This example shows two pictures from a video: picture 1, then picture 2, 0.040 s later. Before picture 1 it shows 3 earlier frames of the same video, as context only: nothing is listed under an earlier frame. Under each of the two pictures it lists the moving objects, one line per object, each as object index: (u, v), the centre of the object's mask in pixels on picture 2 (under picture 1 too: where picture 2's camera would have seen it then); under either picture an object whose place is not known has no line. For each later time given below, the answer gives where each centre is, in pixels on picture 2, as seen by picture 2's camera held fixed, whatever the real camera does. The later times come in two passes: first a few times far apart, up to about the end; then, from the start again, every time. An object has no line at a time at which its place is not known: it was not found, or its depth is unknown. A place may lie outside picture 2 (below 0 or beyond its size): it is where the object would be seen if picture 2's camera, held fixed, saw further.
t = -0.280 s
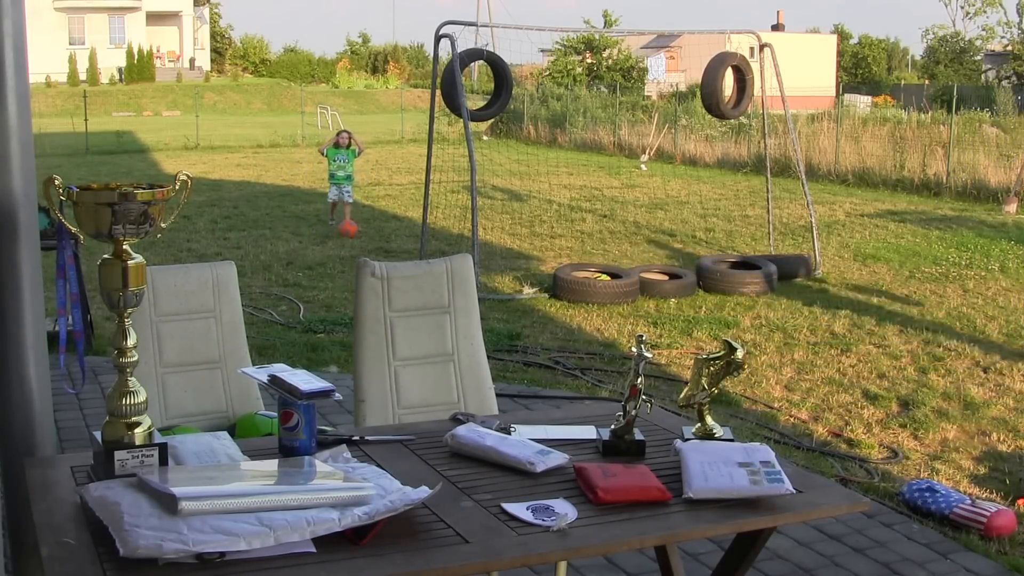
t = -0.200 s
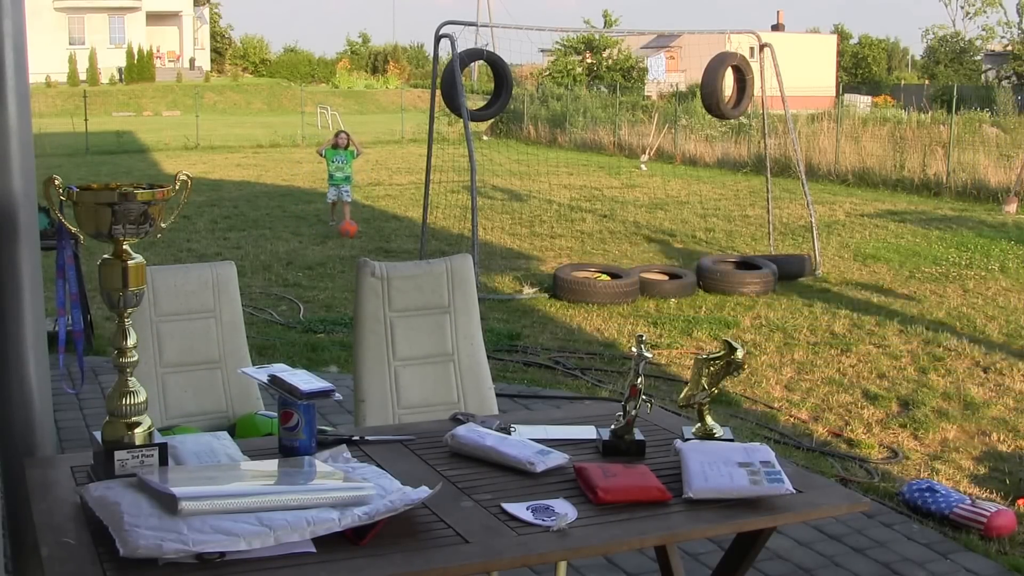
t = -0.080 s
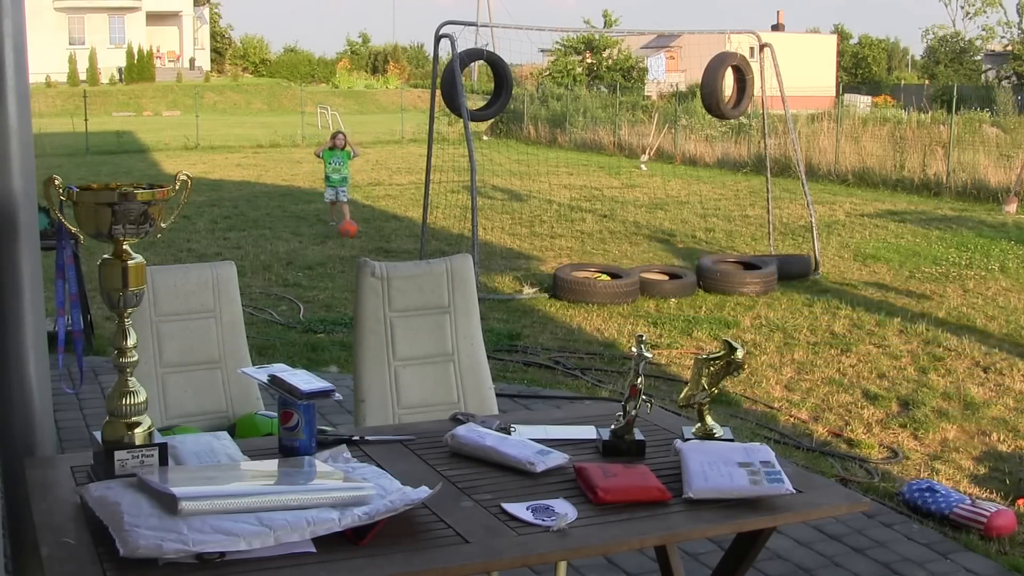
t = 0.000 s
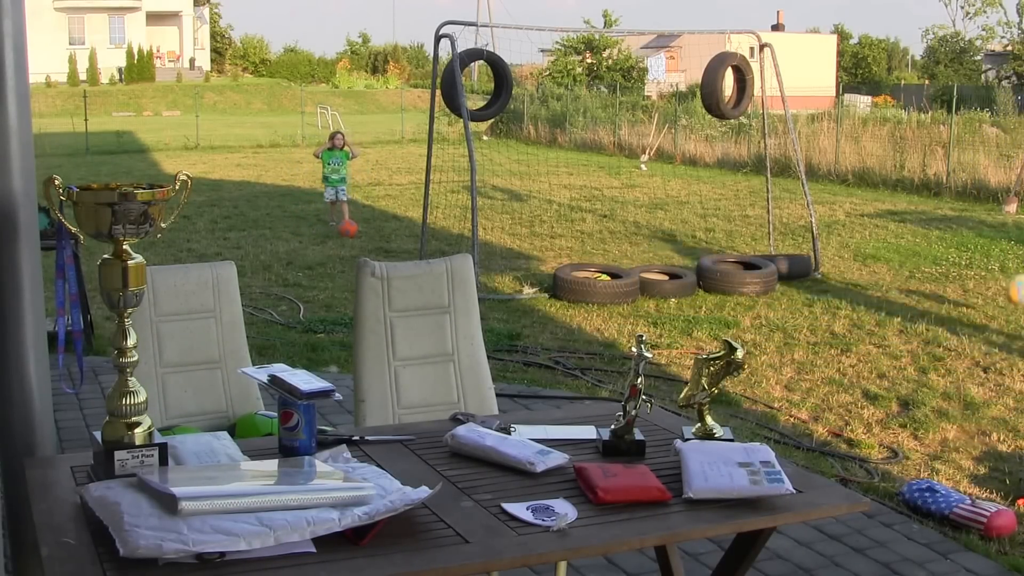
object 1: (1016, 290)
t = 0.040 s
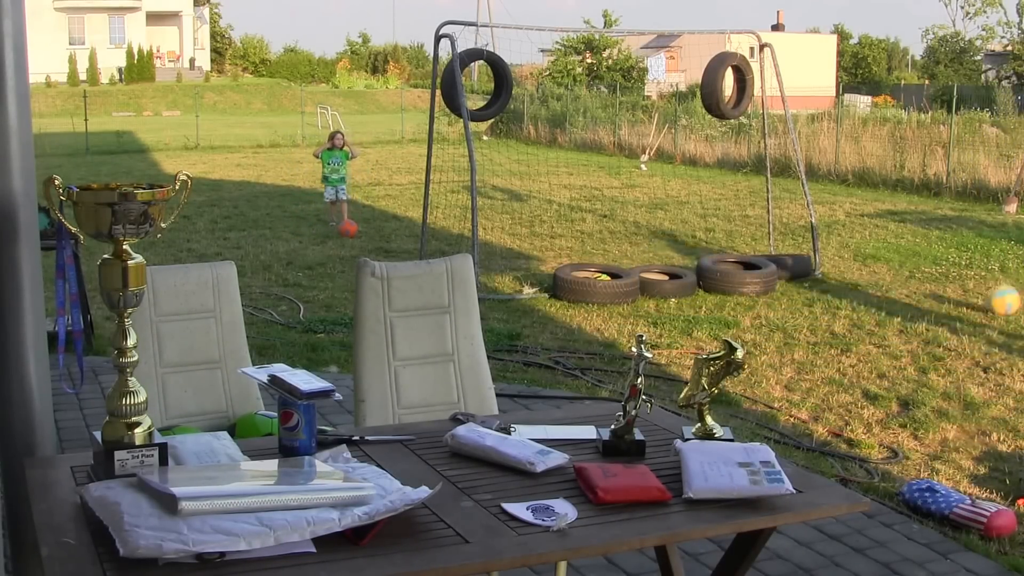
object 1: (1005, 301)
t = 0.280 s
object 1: (970, 255)
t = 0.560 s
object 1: (935, 270)
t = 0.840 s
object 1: (907, 250)
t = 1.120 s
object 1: (876, 248)
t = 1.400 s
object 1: (845, 245)
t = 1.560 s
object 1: (831, 243)
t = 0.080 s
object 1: (996, 292)
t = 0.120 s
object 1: (989, 280)
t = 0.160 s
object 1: (984, 272)
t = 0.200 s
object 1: (980, 264)
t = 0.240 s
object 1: (976, 259)
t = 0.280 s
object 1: (970, 255)
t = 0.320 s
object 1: (965, 254)
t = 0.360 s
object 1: (960, 256)
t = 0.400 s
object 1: (955, 259)
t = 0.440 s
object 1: (950, 263)
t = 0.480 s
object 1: (946, 270)
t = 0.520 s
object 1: (941, 278)
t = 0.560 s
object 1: (935, 270)
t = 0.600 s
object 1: (932, 262)
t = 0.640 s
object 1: (928, 255)
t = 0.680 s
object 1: (925, 250)
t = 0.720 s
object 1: (920, 247)
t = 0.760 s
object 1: (916, 246)
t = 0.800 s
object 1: (911, 247)
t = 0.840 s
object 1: (907, 250)
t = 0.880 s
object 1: (902, 256)
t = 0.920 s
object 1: (899, 263)
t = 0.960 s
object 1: (894, 260)
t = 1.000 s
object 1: (890, 253)
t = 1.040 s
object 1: (885, 249)
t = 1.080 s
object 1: (881, 248)
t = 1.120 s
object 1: (876, 248)
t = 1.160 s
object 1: (871, 251)
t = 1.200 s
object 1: (867, 255)
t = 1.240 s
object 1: (863, 251)
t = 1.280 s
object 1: (858, 249)
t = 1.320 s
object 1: (854, 249)
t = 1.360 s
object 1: (850, 248)
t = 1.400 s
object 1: (845, 245)
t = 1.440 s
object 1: (842, 244)
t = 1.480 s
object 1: (838, 245)
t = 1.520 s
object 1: (836, 245)
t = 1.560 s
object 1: (831, 243)
